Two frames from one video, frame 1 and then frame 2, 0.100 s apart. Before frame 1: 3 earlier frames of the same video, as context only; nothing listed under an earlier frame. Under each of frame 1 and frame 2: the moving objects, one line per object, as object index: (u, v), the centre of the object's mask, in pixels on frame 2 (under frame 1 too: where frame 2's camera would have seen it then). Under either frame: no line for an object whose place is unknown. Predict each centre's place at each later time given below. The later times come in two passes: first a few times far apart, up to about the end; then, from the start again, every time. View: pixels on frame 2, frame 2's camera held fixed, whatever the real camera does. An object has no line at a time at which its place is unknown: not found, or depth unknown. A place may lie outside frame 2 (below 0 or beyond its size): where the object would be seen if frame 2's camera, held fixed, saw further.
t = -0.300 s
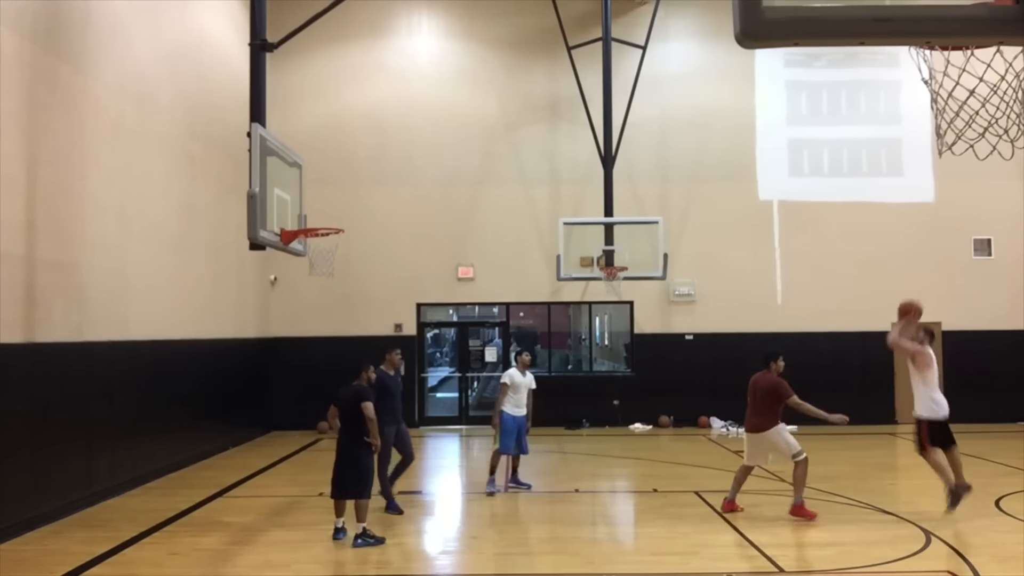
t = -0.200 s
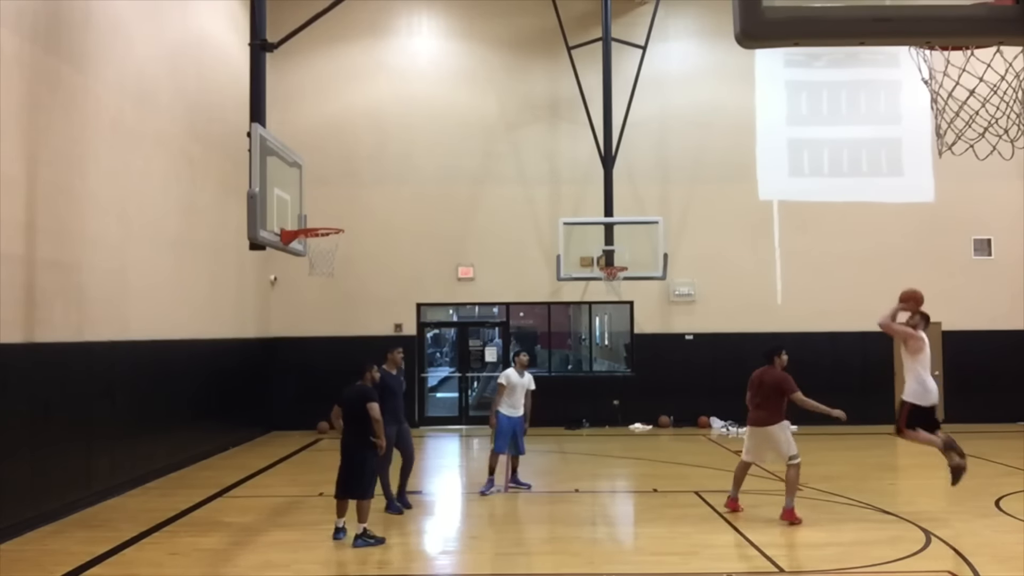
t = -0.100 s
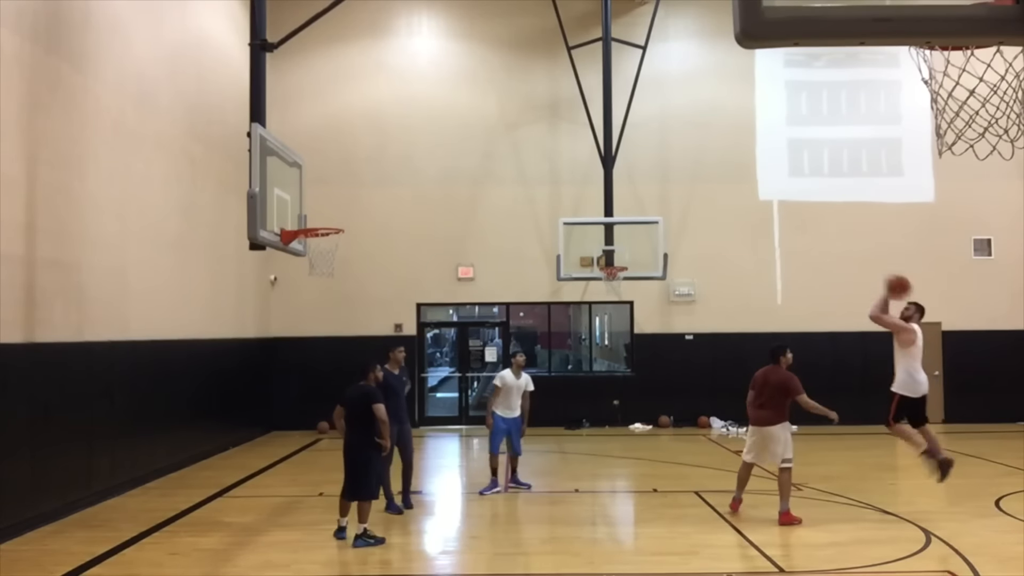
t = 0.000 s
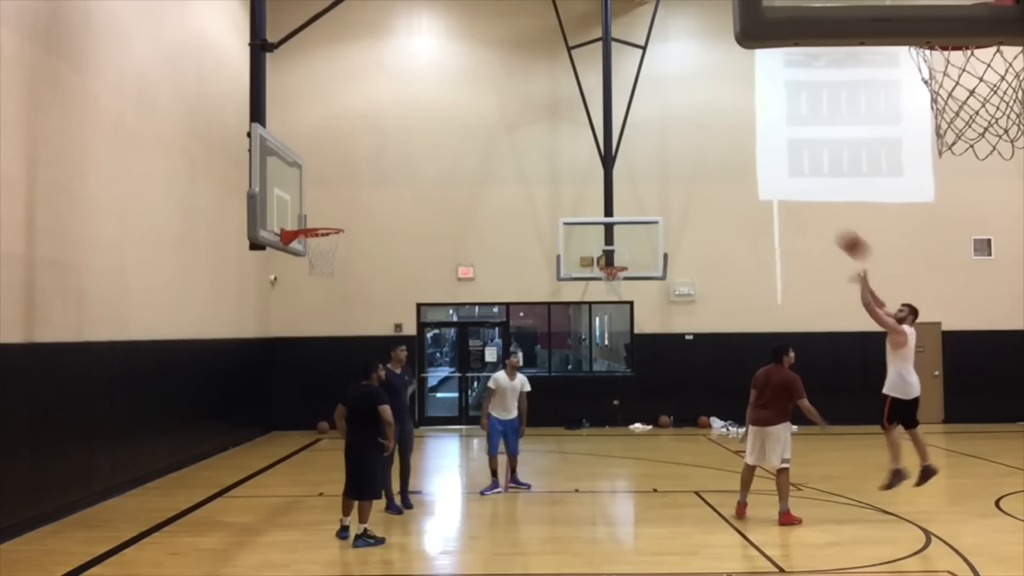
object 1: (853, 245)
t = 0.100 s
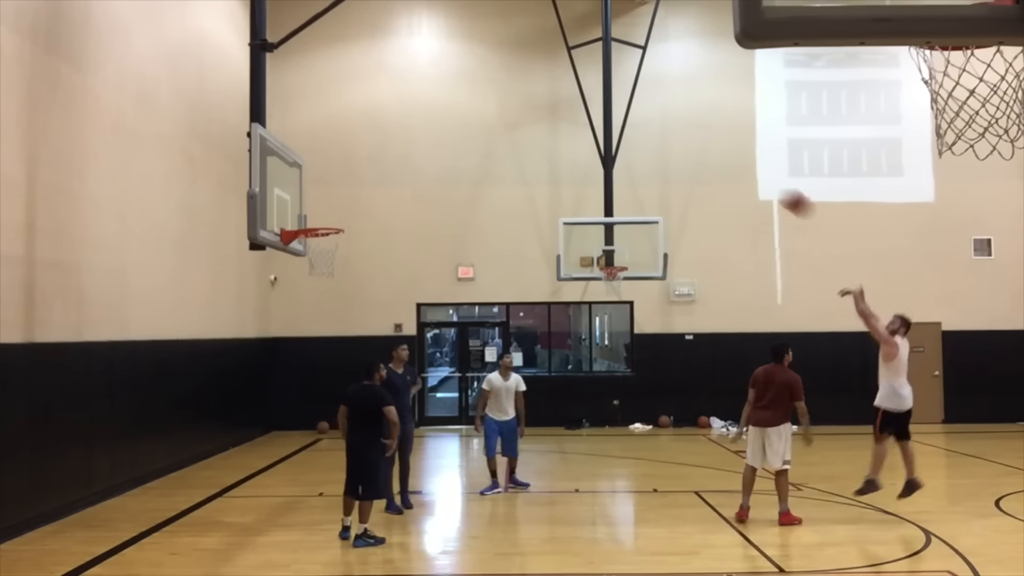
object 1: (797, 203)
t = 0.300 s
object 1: (686, 146)
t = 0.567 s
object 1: (544, 129)
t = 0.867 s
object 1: (393, 186)
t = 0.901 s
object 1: (375, 197)
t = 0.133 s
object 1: (778, 191)
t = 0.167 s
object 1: (758, 180)
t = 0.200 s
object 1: (740, 170)
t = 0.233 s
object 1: (721, 161)
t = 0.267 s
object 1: (703, 154)
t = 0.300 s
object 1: (686, 146)
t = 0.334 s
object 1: (667, 141)
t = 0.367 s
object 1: (649, 136)
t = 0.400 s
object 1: (633, 133)
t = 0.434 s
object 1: (613, 130)
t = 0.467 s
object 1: (599, 128)
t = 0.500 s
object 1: (578, 127)
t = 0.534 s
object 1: (562, 128)
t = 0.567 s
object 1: (544, 129)
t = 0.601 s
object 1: (527, 132)
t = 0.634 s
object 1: (510, 135)
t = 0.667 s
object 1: (493, 139)
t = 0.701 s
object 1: (476, 145)
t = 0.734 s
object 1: (459, 151)
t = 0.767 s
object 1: (443, 158)
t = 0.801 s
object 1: (425, 166)
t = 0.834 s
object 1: (408, 176)
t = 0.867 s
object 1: (393, 186)
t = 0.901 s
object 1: (375, 197)
